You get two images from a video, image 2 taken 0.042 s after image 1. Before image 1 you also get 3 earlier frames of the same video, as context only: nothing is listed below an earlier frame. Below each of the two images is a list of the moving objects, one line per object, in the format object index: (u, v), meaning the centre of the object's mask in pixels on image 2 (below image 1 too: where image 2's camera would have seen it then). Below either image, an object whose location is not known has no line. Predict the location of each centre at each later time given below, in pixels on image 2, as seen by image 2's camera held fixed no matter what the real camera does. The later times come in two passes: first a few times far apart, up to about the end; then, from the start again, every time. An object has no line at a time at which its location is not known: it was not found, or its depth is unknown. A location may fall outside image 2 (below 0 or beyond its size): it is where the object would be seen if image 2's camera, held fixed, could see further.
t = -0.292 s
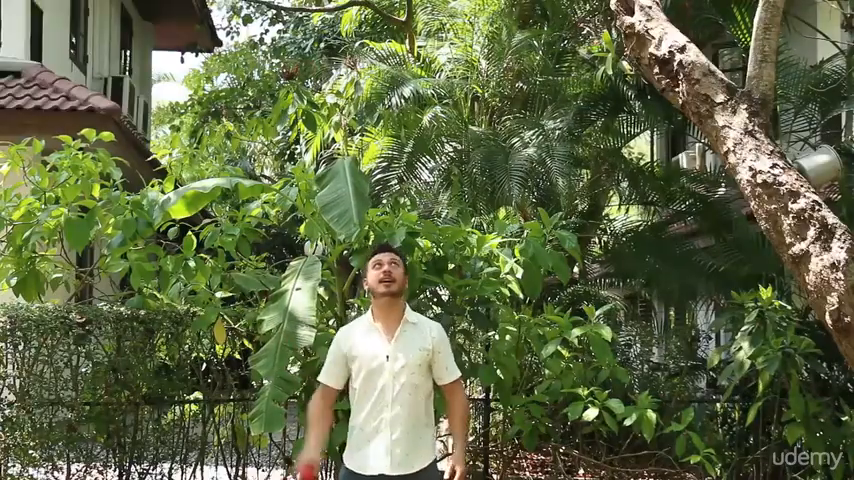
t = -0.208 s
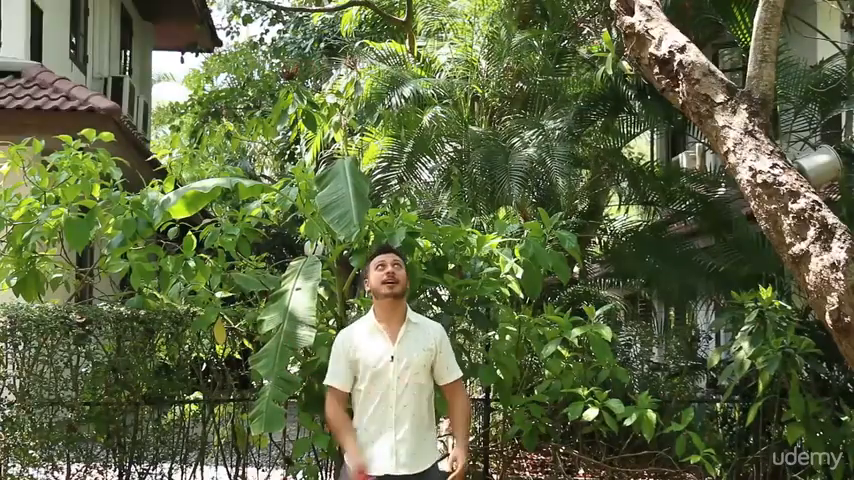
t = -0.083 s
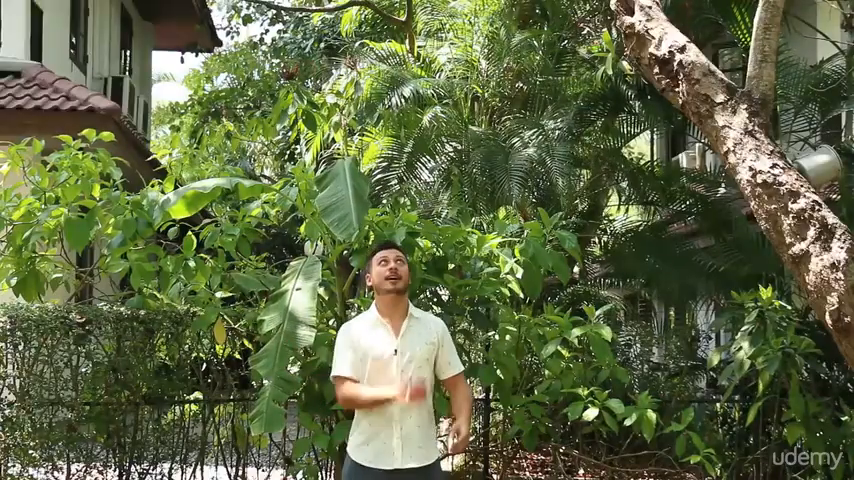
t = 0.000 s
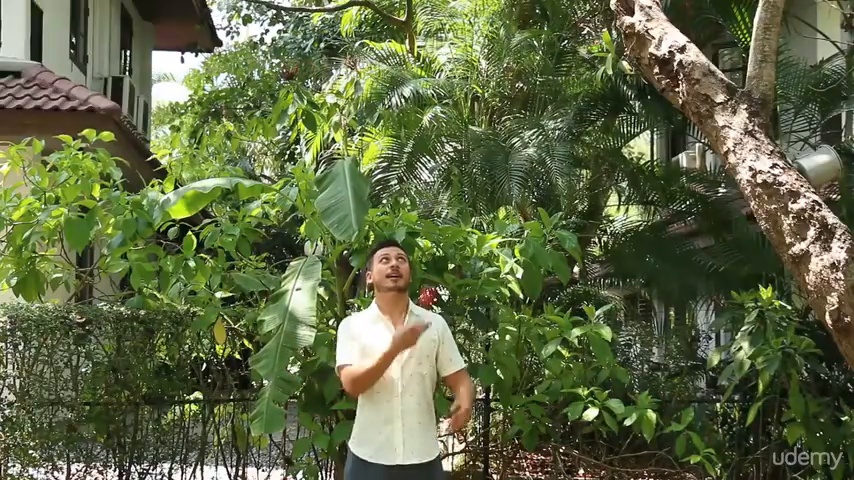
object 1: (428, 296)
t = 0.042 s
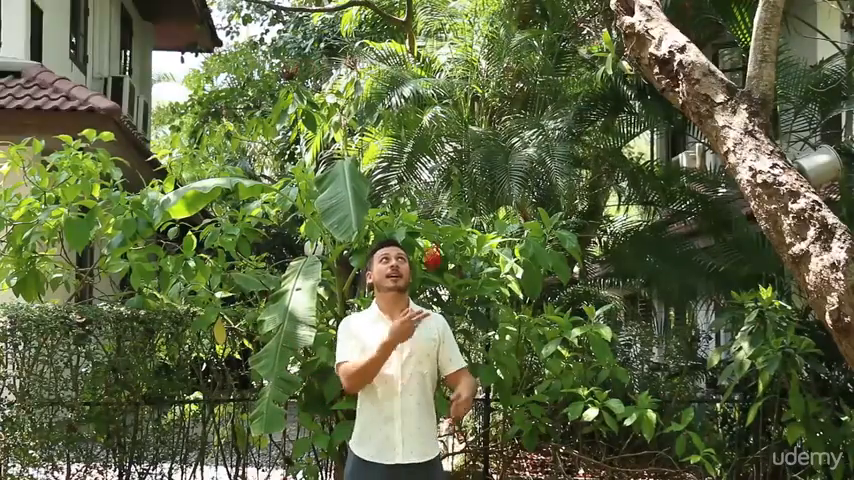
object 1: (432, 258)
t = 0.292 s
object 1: (460, 103)
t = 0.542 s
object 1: (488, 103)
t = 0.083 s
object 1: (437, 220)
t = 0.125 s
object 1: (441, 189)
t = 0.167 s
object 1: (447, 161)
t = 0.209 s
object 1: (451, 136)
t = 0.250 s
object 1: (456, 118)
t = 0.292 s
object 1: (460, 103)
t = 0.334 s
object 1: (465, 92)
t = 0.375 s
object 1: (470, 85)
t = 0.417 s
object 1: (474, 83)
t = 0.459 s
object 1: (479, 85)
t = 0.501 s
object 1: (483, 92)
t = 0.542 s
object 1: (488, 103)
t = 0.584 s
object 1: (493, 119)
